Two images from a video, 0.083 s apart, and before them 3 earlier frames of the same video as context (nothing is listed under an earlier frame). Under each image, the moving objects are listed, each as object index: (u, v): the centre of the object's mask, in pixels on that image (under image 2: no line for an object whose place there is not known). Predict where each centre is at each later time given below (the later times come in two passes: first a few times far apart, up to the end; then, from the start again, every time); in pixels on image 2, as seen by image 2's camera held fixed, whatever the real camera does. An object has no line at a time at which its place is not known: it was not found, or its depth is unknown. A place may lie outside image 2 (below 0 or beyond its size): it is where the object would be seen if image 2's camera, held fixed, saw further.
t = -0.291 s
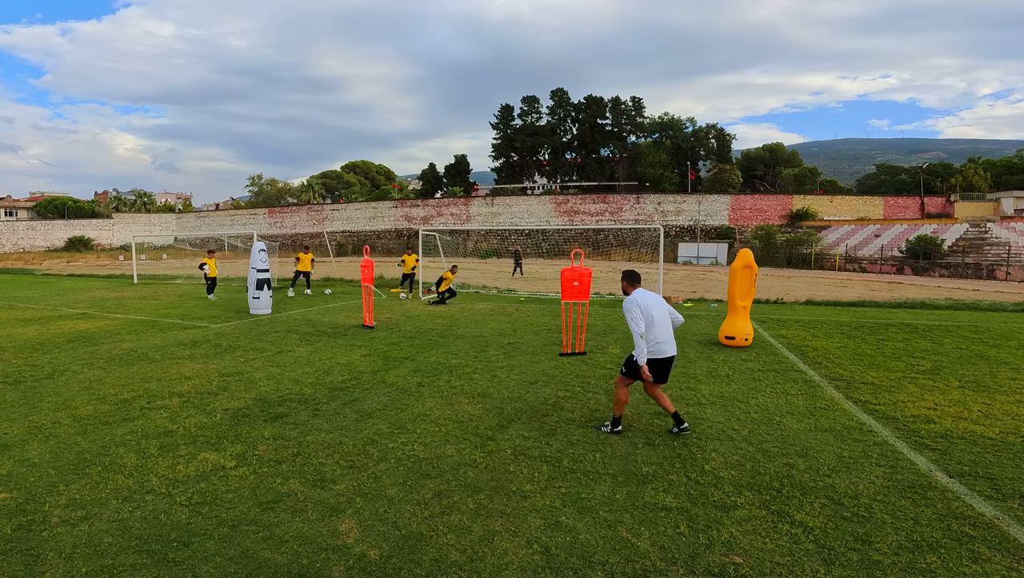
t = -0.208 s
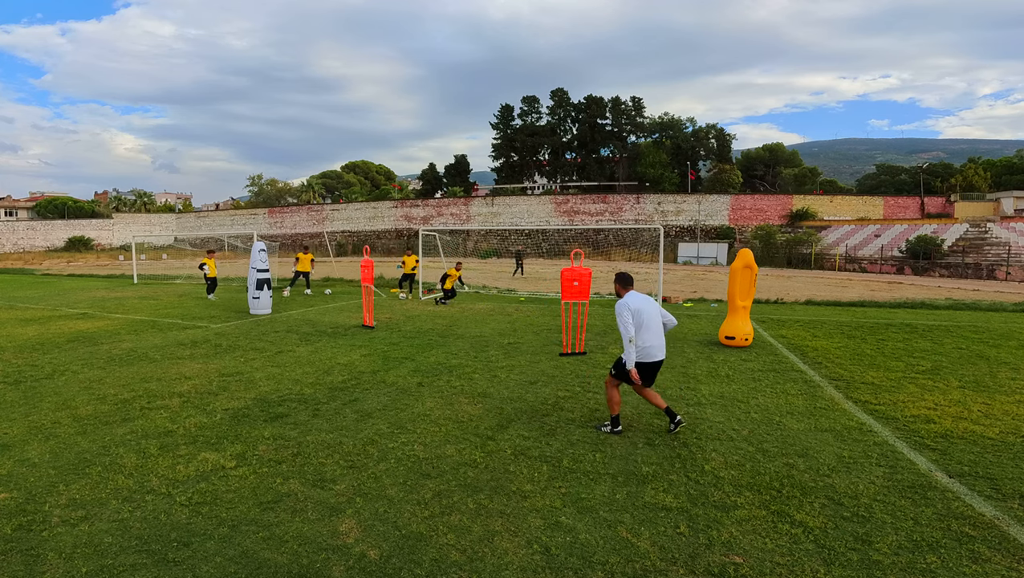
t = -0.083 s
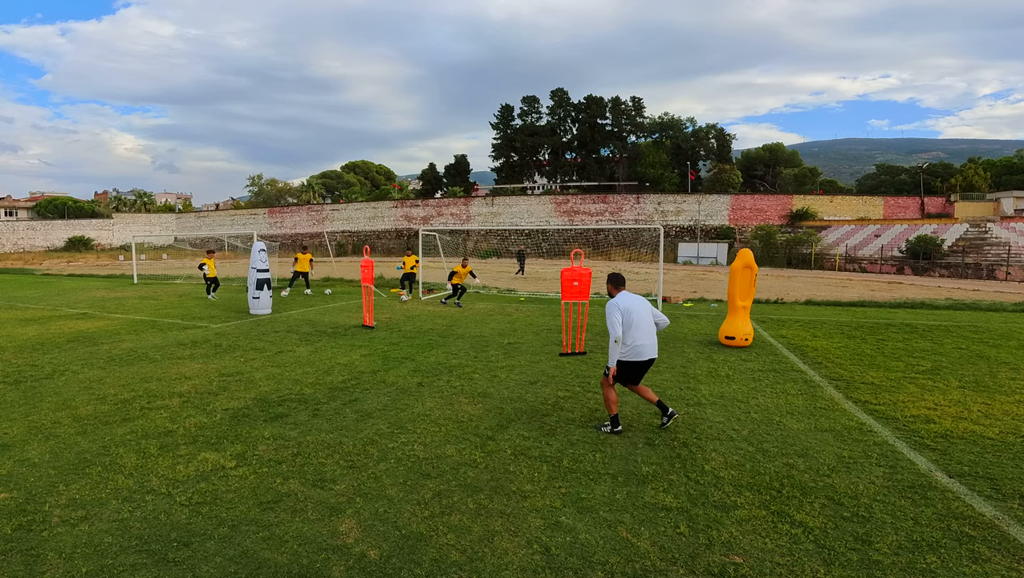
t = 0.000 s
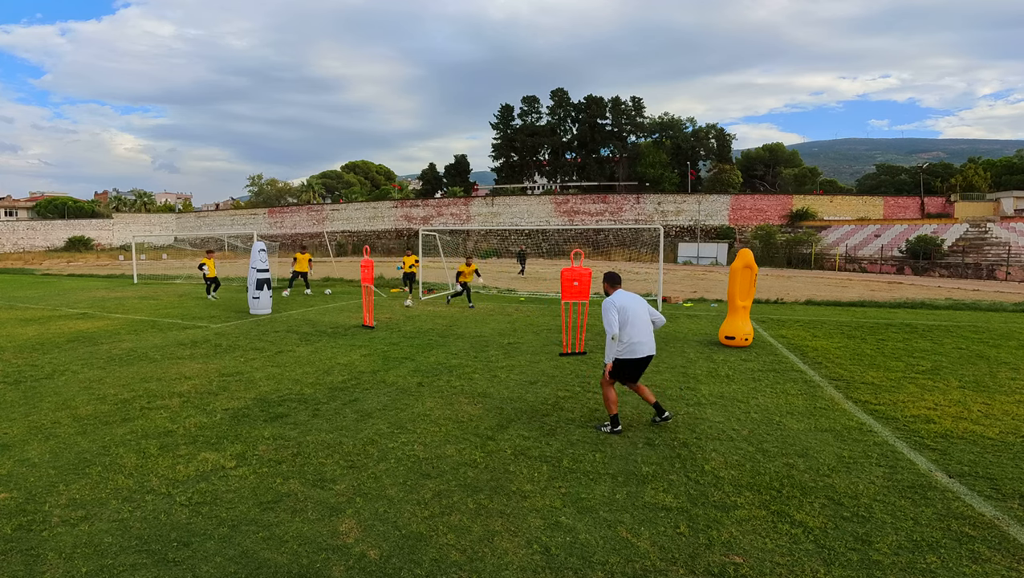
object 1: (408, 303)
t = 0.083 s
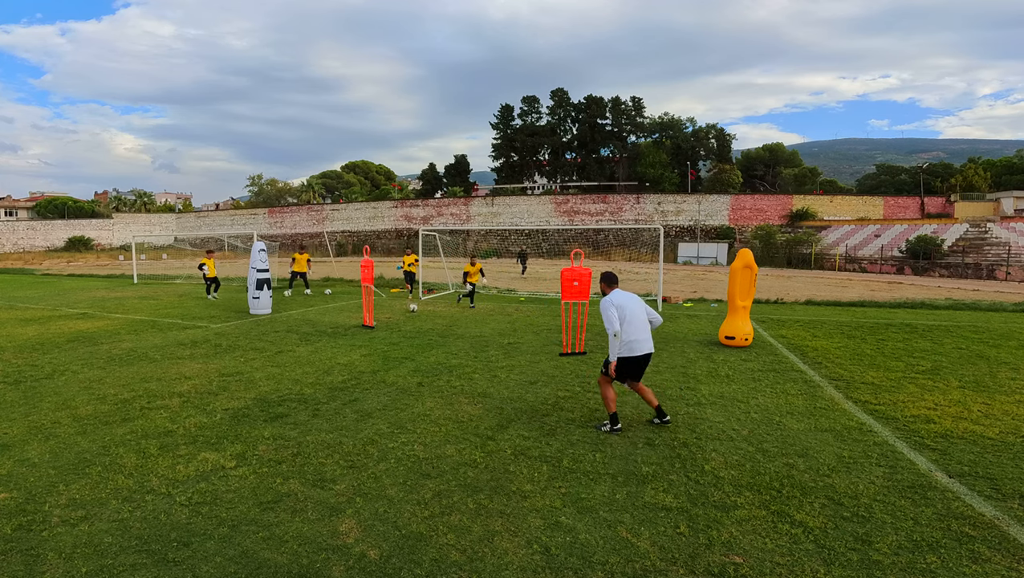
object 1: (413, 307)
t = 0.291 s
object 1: (429, 320)
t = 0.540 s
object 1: (455, 342)
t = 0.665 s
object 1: (472, 357)
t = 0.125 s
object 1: (416, 309)
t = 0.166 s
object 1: (419, 312)
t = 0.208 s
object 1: (422, 316)
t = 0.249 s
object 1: (425, 319)
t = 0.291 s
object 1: (429, 320)
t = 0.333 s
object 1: (432, 324)
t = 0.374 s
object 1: (436, 327)
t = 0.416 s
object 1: (441, 333)
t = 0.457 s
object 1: (445, 336)
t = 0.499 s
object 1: (450, 338)
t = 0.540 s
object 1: (455, 342)
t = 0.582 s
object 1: (460, 348)
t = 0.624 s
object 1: (466, 353)
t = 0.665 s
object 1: (472, 357)
